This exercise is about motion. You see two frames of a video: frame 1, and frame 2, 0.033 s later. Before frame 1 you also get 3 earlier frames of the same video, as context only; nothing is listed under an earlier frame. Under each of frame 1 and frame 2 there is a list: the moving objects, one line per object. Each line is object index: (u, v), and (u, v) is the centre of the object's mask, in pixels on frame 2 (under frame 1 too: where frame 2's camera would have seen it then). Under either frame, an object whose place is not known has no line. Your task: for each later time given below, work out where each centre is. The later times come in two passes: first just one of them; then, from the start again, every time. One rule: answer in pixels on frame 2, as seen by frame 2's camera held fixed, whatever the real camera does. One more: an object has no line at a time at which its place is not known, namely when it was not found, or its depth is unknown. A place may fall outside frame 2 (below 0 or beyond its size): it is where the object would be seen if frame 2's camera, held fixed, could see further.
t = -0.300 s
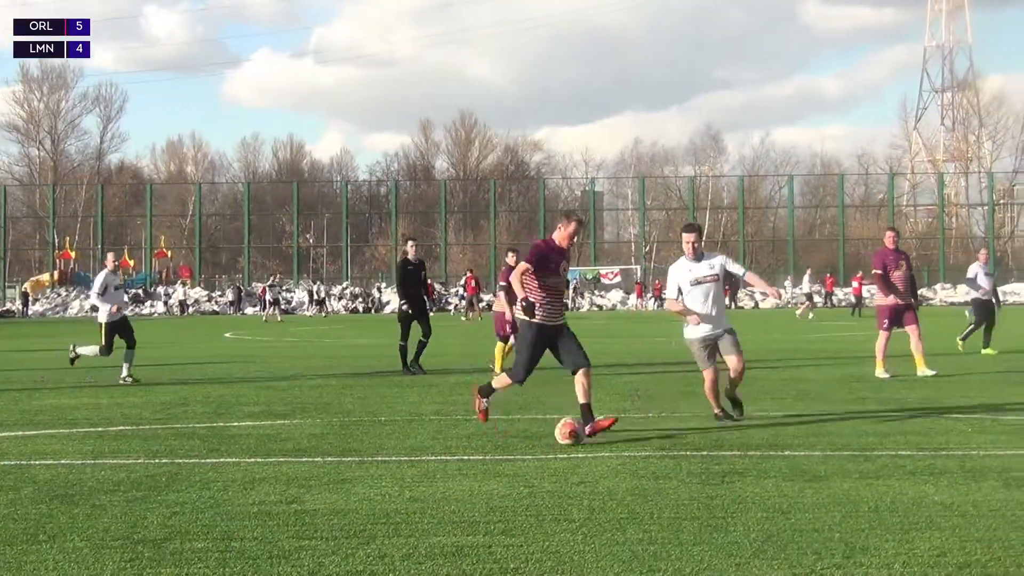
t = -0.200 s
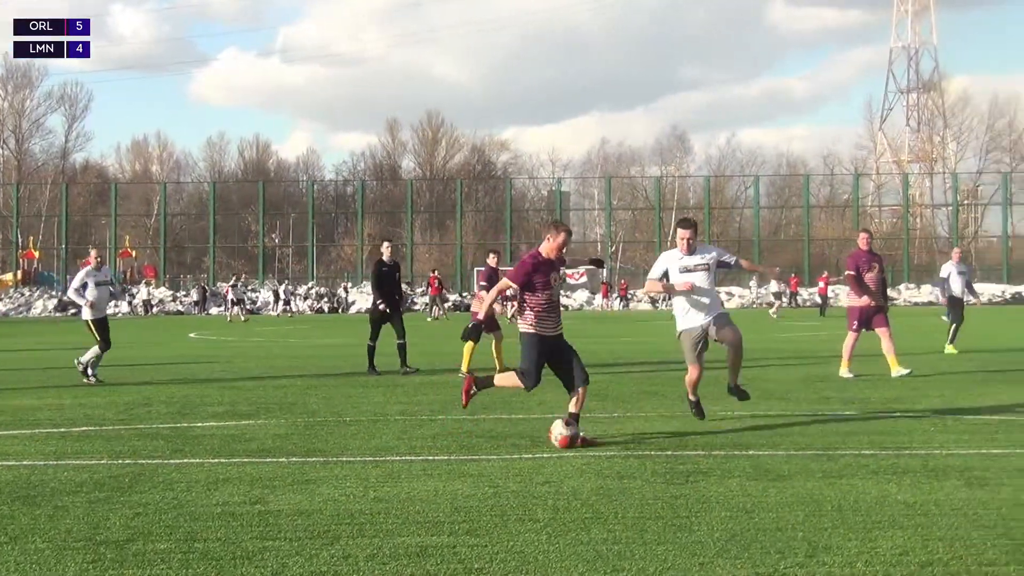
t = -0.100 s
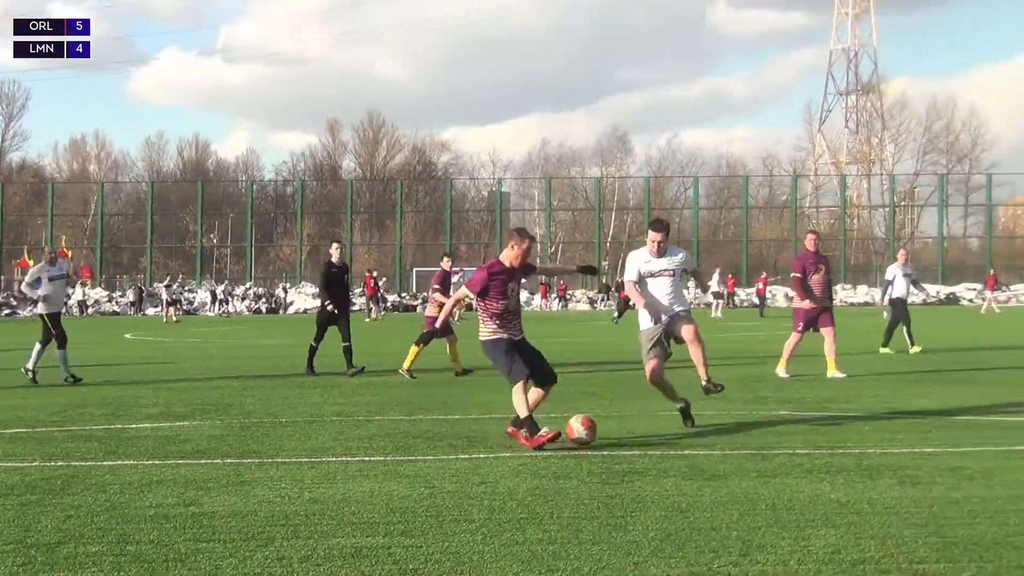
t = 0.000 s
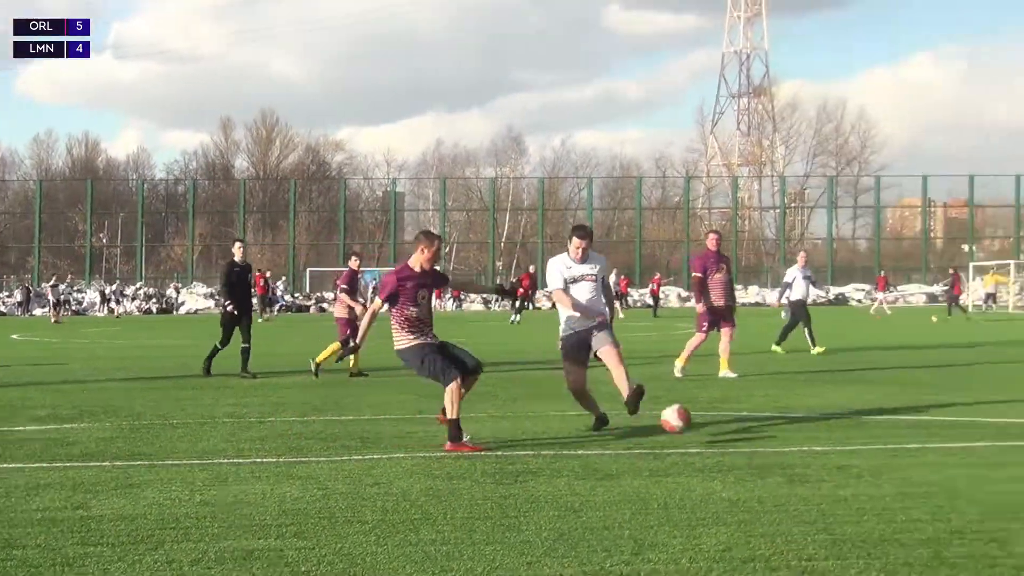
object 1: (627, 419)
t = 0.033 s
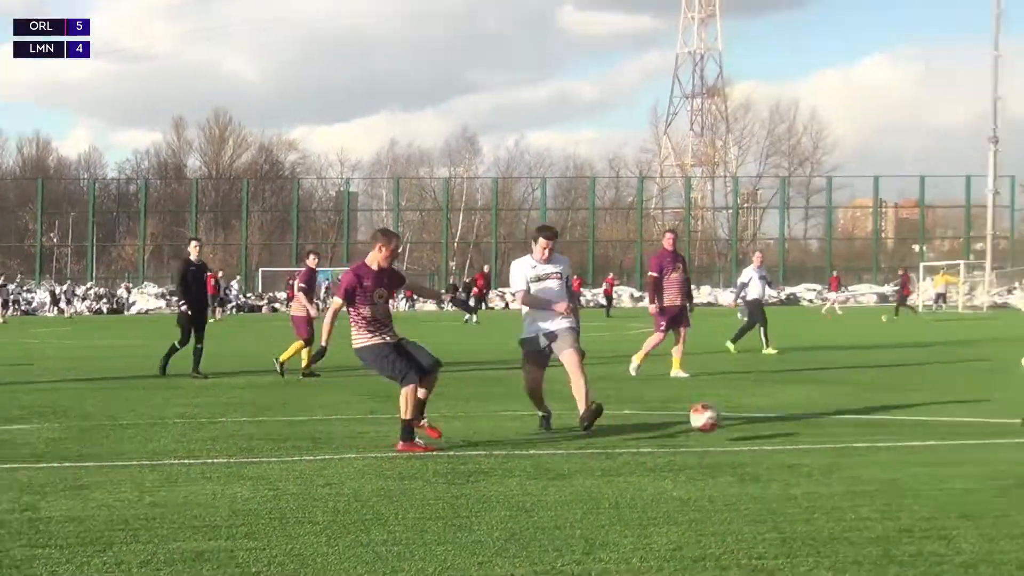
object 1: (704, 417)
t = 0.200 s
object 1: (986, 419)
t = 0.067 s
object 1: (780, 420)
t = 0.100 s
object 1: (818, 422)
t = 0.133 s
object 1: (892, 427)
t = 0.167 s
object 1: (954, 421)
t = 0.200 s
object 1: (986, 419)
